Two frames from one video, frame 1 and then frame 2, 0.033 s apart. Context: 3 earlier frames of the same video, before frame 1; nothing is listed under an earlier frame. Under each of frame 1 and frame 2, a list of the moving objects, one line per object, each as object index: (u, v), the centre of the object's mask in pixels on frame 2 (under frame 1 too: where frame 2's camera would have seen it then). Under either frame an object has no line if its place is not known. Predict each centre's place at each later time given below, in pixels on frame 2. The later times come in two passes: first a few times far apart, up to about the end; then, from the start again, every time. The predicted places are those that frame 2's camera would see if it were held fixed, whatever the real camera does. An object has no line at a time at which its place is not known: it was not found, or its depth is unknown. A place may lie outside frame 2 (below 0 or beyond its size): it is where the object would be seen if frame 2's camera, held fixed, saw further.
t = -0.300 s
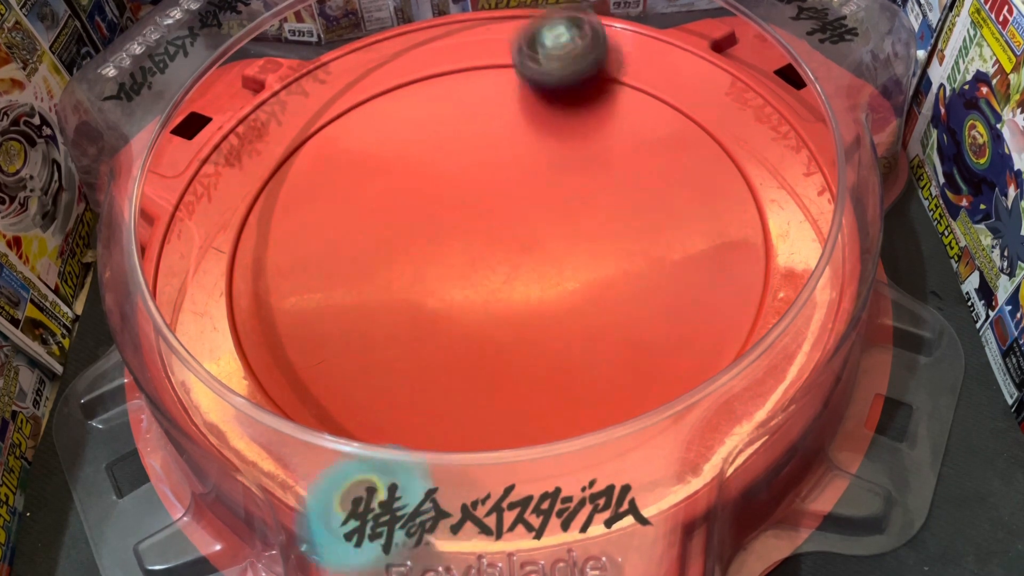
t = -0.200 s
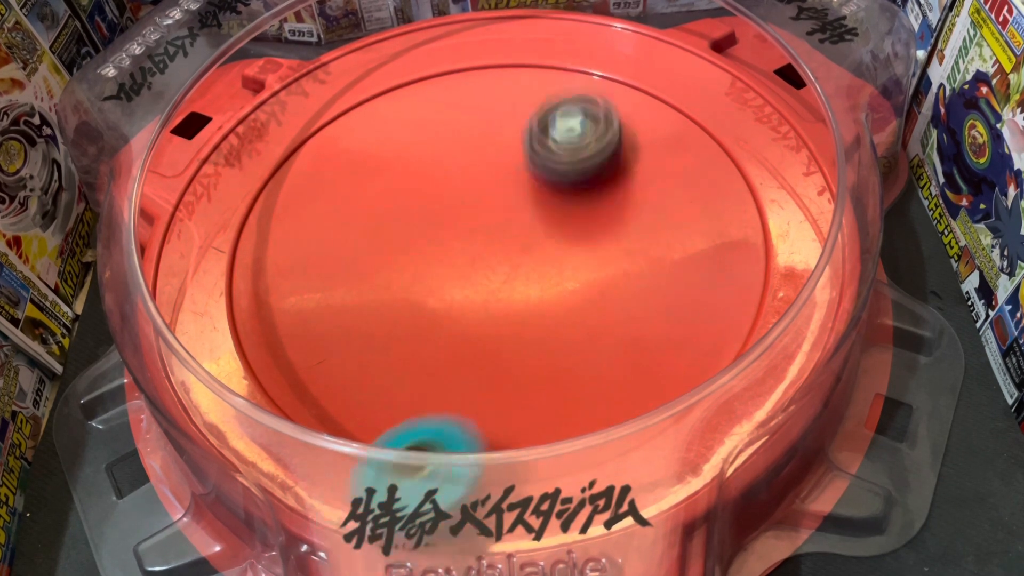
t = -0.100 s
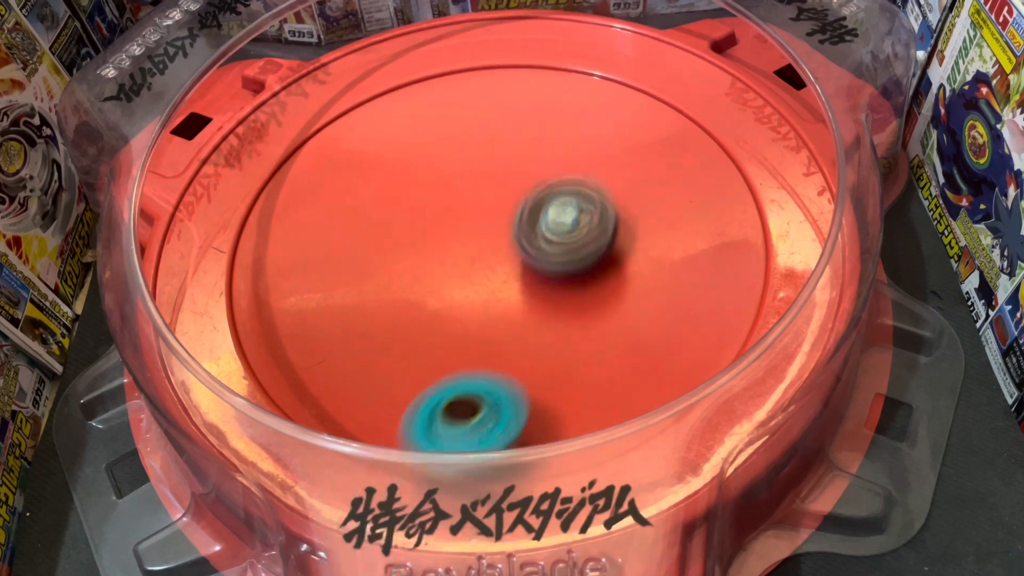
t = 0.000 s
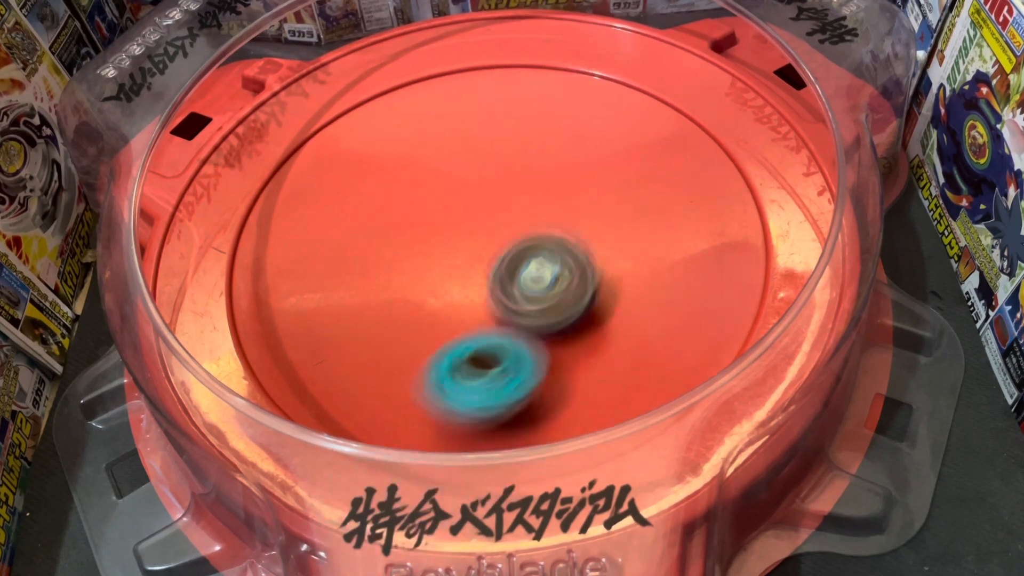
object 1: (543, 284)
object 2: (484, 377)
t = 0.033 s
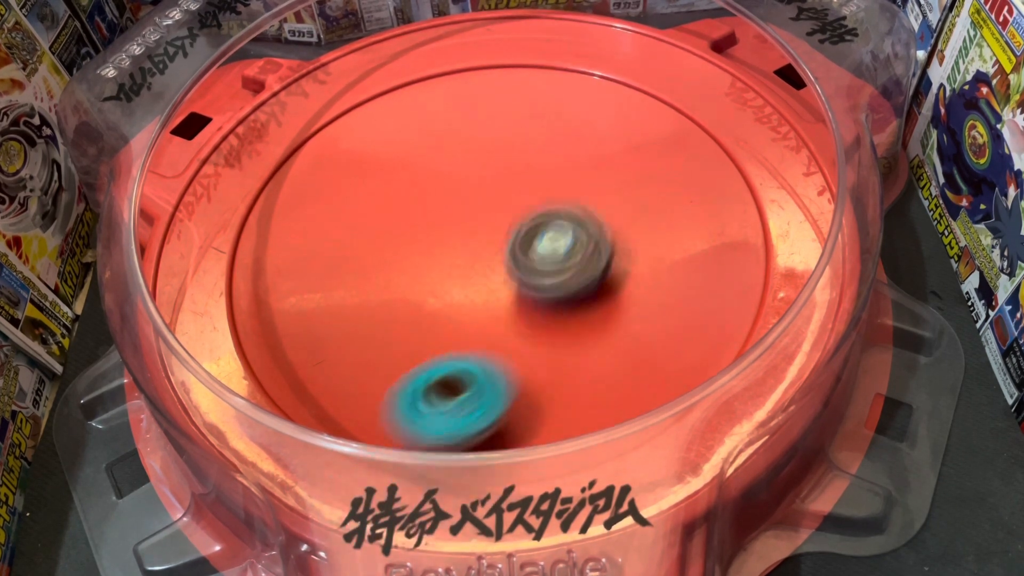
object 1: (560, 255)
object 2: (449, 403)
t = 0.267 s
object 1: (572, 151)
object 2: (395, 384)
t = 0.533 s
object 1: (536, 168)
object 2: (441, 260)
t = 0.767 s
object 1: (549, 163)
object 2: (407, 240)
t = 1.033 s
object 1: (539, 196)
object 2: (430, 209)
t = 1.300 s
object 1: (534, 245)
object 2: (461, 194)
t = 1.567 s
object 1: (522, 288)
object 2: (516, 205)
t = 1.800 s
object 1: (507, 319)
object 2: (542, 223)
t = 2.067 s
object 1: (510, 331)
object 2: (524, 243)
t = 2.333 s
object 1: (514, 323)
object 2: (481, 249)
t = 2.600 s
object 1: (525, 294)
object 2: (437, 248)
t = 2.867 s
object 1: (530, 260)
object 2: (423, 227)
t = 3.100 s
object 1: (524, 235)
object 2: (433, 199)
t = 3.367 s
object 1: (529, 227)
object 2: (449, 167)
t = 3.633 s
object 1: (519, 245)
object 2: (483, 165)
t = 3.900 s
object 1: (488, 321)
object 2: (516, 153)
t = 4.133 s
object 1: (464, 333)
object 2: (508, 201)
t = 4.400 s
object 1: (459, 342)
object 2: (481, 231)
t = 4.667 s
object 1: (476, 322)
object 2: (443, 236)
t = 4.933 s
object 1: (502, 290)
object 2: (416, 224)
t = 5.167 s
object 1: (514, 259)
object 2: (425, 198)
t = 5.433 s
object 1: (528, 235)
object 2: (460, 174)
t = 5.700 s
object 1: (580, 277)
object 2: (423, 129)
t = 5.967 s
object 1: (536, 275)
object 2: (460, 194)
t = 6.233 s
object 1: (513, 303)
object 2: (479, 211)
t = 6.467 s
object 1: (467, 392)
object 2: (498, 143)
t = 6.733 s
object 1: (434, 366)
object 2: (490, 147)
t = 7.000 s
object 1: (454, 298)
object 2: (503, 207)
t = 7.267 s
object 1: (449, 310)
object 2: (530, 188)
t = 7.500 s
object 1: (454, 290)
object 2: (530, 222)
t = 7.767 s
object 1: (385, 323)
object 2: (576, 154)
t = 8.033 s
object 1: (399, 290)
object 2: (530, 181)
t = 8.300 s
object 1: (416, 271)
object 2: (508, 213)
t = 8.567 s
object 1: (400, 278)
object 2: (519, 196)
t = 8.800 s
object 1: (416, 269)
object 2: (506, 213)
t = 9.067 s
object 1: (431, 257)
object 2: (538, 221)
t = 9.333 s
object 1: (389, 268)
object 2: (602, 191)
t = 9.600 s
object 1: (400, 251)
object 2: (576, 184)
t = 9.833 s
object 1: (414, 242)
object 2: (520, 217)
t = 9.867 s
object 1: (402, 247)
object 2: (528, 214)
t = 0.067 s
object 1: (570, 226)
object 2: (423, 414)
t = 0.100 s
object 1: (577, 202)
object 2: (405, 419)
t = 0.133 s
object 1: (579, 183)
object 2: (394, 418)
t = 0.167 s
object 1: (580, 168)
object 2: (390, 414)
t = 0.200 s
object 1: (577, 159)
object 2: (388, 408)
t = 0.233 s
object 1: (574, 153)
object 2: (390, 399)
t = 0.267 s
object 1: (572, 151)
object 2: (395, 384)
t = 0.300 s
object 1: (568, 151)
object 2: (401, 368)
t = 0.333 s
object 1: (565, 152)
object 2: (407, 353)
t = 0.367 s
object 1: (561, 153)
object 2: (413, 337)
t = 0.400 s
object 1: (556, 156)
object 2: (419, 320)
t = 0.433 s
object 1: (551, 159)
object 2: (425, 304)
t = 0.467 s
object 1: (547, 162)
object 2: (431, 289)
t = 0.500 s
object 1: (541, 165)
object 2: (436, 274)
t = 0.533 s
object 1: (536, 168)
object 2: (441, 260)
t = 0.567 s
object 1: (531, 171)
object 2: (445, 247)
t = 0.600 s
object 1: (527, 174)
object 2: (449, 237)
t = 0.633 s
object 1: (524, 175)
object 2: (450, 229)
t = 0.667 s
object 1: (533, 169)
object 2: (435, 229)
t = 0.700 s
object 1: (541, 164)
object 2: (420, 236)
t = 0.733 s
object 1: (547, 162)
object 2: (411, 239)
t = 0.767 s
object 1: (549, 163)
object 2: (407, 240)
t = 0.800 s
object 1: (547, 166)
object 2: (406, 238)
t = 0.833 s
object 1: (544, 169)
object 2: (409, 235)
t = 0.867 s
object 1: (541, 173)
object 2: (413, 232)
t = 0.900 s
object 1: (537, 177)
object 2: (418, 228)
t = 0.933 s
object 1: (533, 181)
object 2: (424, 223)
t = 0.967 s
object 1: (529, 185)
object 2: (432, 219)
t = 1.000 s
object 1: (535, 191)
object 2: (430, 212)
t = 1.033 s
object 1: (539, 196)
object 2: (430, 209)
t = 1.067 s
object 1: (539, 202)
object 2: (432, 206)
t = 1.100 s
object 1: (538, 207)
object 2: (437, 203)
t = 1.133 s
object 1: (535, 212)
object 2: (442, 201)
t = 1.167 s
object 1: (537, 221)
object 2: (445, 199)
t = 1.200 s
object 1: (539, 228)
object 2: (446, 197)
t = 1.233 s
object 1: (538, 234)
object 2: (449, 195)
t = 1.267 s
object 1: (536, 240)
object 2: (455, 194)
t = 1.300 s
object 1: (534, 245)
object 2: (461, 194)
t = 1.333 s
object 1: (532, 251)
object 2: (468, 194)
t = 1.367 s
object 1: (532, 258)
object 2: (475, 194)
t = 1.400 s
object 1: (530, 264)
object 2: (482, 194)
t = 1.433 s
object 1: (528, 269)
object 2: (489, 195)
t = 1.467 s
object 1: (526, 273)
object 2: (496, 197)
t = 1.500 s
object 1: (524, 278)
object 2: (503, 200)
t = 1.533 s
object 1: (523, 285)
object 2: (510, 202)
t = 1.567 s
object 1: (522, 288)
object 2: (516, 205)
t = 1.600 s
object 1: (520, 292)
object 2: (521, 208)
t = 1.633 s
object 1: (519, 295)
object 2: (525, 212)
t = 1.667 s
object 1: (517, 299)
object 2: (529, 215)
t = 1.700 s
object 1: (513, 308)
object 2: (533, 215)
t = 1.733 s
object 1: (510, 313)
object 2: (537, 216)
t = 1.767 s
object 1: (508, 317)
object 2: (540, 219)
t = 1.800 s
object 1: (507, 319)
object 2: (542, 223)
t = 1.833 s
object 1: (507, 321)
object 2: (543, 228)
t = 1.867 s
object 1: (507, 322)
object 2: (543, 233)
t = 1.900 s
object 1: (507, 322)
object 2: (542, 237)
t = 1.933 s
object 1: (507, 325)
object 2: (540, 240)
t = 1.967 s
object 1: (508, 327)
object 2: (536, 240)
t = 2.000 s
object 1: (509, 328)
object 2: (532, 241)
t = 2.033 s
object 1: (509, 327)
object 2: (528, 243)
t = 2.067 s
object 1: (510, 331)
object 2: (524, 243)
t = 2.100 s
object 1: (510, 335)
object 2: (519, 241)
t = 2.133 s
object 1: (510, 336)
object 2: (515, 239)
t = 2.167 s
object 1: (509, 336)
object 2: (510, 239)
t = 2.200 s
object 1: (510, 334)
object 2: (505, 240)
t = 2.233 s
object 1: (512, 332)
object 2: (499, 242)
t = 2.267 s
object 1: (513, 329)
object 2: (493, 245)
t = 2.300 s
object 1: (513, 326)
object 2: (487, 247)
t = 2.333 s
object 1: (514, 323)
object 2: (481, 249)
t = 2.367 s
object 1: (516, 320)
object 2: (474, 252)
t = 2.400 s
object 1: (519, 318)
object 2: (467, 251)
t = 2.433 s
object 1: (519, 314)
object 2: (460, 251)
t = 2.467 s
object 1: (521, 312)
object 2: (454, 251)
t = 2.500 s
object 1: (522, 307)
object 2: (449, 250)
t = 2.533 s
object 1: (524, 303)
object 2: (444, 249)
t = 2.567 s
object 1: (524, 298)
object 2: (440, 249)
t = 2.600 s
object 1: (525, 294)
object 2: (437, 248)
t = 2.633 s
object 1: (526, 290)
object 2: (433, 246)
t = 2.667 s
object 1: (528, 285)
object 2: (431, 244)
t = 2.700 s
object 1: (529, 281)
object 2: (428, 242)
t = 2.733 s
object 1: (529, 277)
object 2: (426, 240)
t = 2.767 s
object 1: (530, 273)
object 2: (425, 237)
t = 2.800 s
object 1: (530, 268)
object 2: (423, 234)
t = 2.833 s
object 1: (530, 264)
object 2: (423, 230)
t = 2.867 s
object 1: (530, 260)
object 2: (423, 227)
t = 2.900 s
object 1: (529, 257)
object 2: (424, 223)
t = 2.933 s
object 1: (528, 253)
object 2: (425, 219)
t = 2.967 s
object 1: (527, 249)
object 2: (427, 215)
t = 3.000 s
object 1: (525, 244)
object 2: (430, 211)
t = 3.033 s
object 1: (524, 240)
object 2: (432, 207)
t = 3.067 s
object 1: (525, 238)
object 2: (432, 203)
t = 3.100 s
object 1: (524, 235)
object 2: (433, 199)
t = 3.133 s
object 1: (525, 233)
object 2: (436, 195)
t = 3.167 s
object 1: (525, 231)
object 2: (436, 191)
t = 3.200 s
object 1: (523, 227)
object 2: (439, 187)
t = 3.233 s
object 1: (528, 228)
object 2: (437, 181)
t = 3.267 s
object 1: (532, 230)
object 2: (435, 174)
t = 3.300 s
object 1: (534, 231)
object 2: (437, 170)
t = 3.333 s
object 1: (532, 229)
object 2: (442, 168)
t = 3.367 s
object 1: (529, 227)
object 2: (449, 167)
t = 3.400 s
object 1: (525, 226)
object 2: (456, 166)
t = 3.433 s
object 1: (525, 227)
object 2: (461, 165)
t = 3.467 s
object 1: (526, 229)
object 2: (465, 164)
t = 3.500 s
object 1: (527, 233)
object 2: (467, 162)
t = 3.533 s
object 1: (528, 239)
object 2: (468, 160)
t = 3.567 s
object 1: (526, 242)
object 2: (472, 160)
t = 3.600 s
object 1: (523, 243)
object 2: (477, 162)
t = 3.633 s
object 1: (519, 245)
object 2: (483, 165)
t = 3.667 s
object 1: (517, 250)
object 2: (489, 168)
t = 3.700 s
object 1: (515, 256)
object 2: (493, 169)
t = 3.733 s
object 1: (513, 260)
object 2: (497, 171)
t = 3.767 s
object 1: (510, 263)
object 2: (502, 175)
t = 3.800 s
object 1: (507, 269)
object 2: (506, 179)
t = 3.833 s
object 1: (499, 291)
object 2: (509, 167)
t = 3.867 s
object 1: (493, 309)
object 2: (513, 157)
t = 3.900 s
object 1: (488, 321)
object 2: (516, 153)
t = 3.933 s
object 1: (483, 328)
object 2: (518, 151)
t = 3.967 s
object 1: (478, 331)
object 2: (521, 155)
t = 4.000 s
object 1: (474, 332)
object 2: (520, 162)
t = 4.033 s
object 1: (471, 333)
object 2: (518, 171)
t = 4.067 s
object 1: (467, 334)
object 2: (515, 181)
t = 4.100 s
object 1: (465, 334)
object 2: (512, 191)
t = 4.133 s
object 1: (464, 333)
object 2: (508, 201)
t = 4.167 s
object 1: (462, 332)
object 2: (504, 211)
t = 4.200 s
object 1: (461, 330)
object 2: (499, 220)
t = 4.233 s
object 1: (461, 327)
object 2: (494, 229)
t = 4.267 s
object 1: (461, 325)
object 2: (489, 237)
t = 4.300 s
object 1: (462, 324)
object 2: (485, 241)
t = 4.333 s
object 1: (460, 334)
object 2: (483, 237)
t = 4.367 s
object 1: (459, 339)
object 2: (482, 233)
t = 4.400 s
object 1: (459, 342)
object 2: (481, 231)
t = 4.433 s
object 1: (460, 342)
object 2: (478, 230)
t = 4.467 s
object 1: (461, 341)
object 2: (474, 231)
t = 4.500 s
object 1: (462, 340)
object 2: (470, 232)
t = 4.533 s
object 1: (465, 338)
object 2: (465, 233)
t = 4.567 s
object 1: (467, 335)
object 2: (459, 234)
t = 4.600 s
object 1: (470, 332)
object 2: (454, 235)
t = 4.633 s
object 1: (473, 327)
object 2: (448, 236)
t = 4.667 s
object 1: (476, 322)
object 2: (443, 236)
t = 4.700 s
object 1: (479, 318)
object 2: (438, 236)
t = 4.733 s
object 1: (483, 314)
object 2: (434, 236)
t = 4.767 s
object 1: (486, 310)
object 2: (430, 235)
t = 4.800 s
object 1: (489, 305)
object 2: (426, 233)
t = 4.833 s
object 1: (493, 301)
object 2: (423, 232)
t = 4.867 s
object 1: (496, 297)
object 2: (420, 229)
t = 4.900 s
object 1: (499, 294)
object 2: (418, 227)
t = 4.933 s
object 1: (502, 290)
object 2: (416, 224)
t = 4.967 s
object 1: (504, 286)
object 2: (415, 220)
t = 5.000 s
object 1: (507, 281)
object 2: (415, 217)
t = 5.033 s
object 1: (509, 277)
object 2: (416, 213)
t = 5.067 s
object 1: (510, 273)
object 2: (417, 209)
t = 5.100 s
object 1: (512, 269)
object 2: (419, 206)
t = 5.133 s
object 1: (514, 265)
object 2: (422, 202)
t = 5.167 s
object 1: (514, 259)
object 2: (425, 198)
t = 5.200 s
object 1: (515, 255)
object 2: (429, 195)
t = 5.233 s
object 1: (515, 250)
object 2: (434, 192)
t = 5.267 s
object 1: (515, 246)
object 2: (439, 189)
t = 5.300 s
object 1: (520, 243)
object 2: (442, 184)
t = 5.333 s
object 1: (525, 241)
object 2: (445, 180)
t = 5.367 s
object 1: (527, 239)
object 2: (449, 178)
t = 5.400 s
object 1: (527, 236)
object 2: (455, 176)
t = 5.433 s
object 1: (528, 235)
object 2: (460, 174)
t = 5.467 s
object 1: (530, 234)
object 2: (465, 171)
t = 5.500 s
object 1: (547, 245)
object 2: (455, 157)
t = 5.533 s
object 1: (565, 257)
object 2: (444, 143)
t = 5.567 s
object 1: (579, 266)
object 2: (436, 133)
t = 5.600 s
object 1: (586, 272)
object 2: (432, 129)
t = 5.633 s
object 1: (587, 276)
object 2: (428, 127)
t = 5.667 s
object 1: (584, 277)
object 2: (425, 127)
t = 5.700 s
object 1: (580, 277)
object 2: (423, 129)
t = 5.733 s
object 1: (575, 277)
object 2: (423, 132)
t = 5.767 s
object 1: (570, 276)
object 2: (424, 138)
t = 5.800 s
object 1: (565, 276)
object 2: (427, 146)
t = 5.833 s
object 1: (559, 276)
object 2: (432, 155)
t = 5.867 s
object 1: (554, 276)
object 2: (438, 165)
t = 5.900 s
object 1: (548, 276)
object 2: (445, 175)
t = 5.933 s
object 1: (542, 276)
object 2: (453, 184)
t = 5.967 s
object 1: (536, 275)
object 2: (460, 194)
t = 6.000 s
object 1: (530, 275)
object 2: (467, 202)
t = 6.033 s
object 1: (532, 283)
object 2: (468, 200)
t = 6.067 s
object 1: (535, 293)
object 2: (465, 196)
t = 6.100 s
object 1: (534, 299)
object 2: (465, 194)
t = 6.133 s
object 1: (531, 301)
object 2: (466, 196)
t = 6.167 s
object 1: (525, 302)
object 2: (469, 200)
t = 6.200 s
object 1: (519, 303)
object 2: (474, 205)
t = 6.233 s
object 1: (513, 303)
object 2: (479, 211)
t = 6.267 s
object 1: (507, 304)
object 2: (484, 215)
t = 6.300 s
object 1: (502, 313)
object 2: (489, 212)
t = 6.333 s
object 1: (497, 341)
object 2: (493, 190)
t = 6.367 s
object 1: (491, 362)
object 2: (496, 172)
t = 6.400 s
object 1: (484, 377)
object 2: (497, 157)
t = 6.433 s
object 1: (476, 388)
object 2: (498, 148)
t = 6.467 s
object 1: (467, 392)
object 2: (498, 143)
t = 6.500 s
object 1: (459, 393)
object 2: (497, 140)
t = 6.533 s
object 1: (453, 393)
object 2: (495, 138)
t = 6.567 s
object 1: (447, 391)
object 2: (494, 136)
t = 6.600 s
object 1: (443, 388)
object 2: (493, 136)
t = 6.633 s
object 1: (439, 384)
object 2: (492, 136)
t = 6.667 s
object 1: (436, 379)
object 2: (491, 139)
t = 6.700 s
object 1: (434, 374)
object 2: (490, 142)
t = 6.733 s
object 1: (434, 366)
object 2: (490, 147)
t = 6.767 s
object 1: (434, 359)
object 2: (491, 153)
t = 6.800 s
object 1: (436, 350)
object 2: (493, 161)
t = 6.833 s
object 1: (437, 342)
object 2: (494, 169)
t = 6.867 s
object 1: (439, 332)
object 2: (497, 177)
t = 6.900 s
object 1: (443, 323)
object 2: (498, 185)
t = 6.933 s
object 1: (447, 314)
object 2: (500, 192)
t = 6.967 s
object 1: (451, 307)
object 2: (502, 200)
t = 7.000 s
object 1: (454, 298)
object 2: (503, 207)
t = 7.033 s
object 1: (457, 292)
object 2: (505, 212)
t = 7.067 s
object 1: (453, 305)
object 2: (514, 201)
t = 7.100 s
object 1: (448, 315)
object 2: (522, 189)
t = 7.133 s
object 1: (445, 318)
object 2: (528, 183)
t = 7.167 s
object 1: (446, 319)
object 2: (531, 180)
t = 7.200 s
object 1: (447, 317)
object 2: (532, 181)
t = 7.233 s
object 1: (449, 314)
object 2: (531, 184)
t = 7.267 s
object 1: (449, 310)
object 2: (530, 188)
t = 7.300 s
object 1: (450, 306)
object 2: (530, 193)
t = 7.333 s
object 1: (453, 304)
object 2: (529, 199)
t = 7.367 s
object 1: (454, 300)
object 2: (528, 205)
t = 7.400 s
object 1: (455, 296)
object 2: (528, 211)
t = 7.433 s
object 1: (457, 293)
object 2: (527, 216)
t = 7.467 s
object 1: (457, 289)
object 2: (528, 220)
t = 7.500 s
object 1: (454, 290)
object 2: (530, 222)
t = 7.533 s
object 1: (436, 304)
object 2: (545, 209)
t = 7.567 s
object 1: (418, 319)
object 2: (563, 191)
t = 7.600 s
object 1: (402, 328)
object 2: (574, 178)
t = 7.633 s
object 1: (392, 332)
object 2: (581, 168)
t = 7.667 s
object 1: (389, 332)
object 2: (583, 162)
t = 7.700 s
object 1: (387, 329)
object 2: (582, 158)
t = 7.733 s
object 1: (386, 326)
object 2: (580, 156)
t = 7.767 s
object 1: (385, 323)
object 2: (576, 154)
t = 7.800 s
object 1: (385, 319)
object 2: (572, 154)
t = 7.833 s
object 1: (386, 316)
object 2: (567, 154)
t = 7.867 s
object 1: (386, 311)
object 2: (562, 155)
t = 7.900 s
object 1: (388, 307)
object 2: (555, 158)
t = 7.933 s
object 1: (391, 303)
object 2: (549, 162)
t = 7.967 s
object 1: (393, 298)
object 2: (542, 168)
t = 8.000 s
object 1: (396, 294)
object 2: (536, 174)
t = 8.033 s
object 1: (399, 290)
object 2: (530, 181)
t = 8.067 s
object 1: (403, 286)
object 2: (524, 188)
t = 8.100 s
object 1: (407, 282)
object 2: (518, 195)
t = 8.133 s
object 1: (411, 278)
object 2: (513, 202)
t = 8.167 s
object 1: (417, 274)
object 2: (508, 208)
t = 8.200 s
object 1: (420, 271)
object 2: (504, 212)
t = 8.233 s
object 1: (416, 272)
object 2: (508, 211)
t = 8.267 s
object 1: (416, 272)
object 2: (509, 211)
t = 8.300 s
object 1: (416, 271)
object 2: (508, 213)
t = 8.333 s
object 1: (416, 269)
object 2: (506, 217)
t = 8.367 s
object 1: (405, 277)
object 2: (514, 210)
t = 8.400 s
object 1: (398, 282)
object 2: (520, 204)
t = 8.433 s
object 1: (396, 284)
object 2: (523, 201)
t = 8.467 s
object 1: (397, 283)
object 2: (524, 198)
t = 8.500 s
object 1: (397, 282)
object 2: (523, 197)
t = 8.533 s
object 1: (398, 280)
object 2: (521, 196)
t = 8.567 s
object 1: (400, 278)
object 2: (519, 196)
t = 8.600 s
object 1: (403, 277)
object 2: (517, 196)
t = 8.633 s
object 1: (405, 275)
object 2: (514, 198)
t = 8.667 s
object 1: (408, 273)
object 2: (510, 200)
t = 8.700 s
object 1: (412, 271)
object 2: (506, 204)
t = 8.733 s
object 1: (416, 270)
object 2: (503, 208)
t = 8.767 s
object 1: (416, 269)
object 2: (503, 212)
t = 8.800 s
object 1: (416, 269)
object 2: (506, 213)
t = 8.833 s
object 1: (418, 268)
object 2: (509, 215)
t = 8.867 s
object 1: (421, 266)
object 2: (512, 217)
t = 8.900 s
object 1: (421, 266)
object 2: (517, 219)
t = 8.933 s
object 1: (423, 265)
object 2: (523, 219)
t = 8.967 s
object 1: (425, 263)
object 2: (528, 220)
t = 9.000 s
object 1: (428, 263)
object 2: (532, 220)
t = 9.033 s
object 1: (429, 260)
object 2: (535, 221)
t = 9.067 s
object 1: (431, 257)
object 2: (538, 221)
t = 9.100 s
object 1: (433, 256)
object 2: (540, 222)
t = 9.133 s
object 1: (436, 254)
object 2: (542, 223)
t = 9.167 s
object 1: (437, 252)
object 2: (542, 224)
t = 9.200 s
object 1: (422, 259)
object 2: (561, 216)
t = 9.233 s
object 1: (403, 265)
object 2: (579, 208)
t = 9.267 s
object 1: (392, 268)
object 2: (592, 200)
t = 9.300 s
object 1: (388, 269)
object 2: (598, 195)
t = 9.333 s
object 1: (389, 268)
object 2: (602, 191)
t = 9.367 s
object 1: (388, 265)
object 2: (602, 187)
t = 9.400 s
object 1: (390, 262)
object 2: (602, 184)
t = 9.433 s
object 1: (392, 261)
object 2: (601, 182)
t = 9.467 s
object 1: (393, 259)
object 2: (599, 180)
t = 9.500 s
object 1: (394, 257)
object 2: (596, 179)
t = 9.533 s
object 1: (396, 254)
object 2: (591, 179)
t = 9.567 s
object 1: (398, 252)
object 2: (584, 181)
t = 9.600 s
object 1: (400, 251)
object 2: (576, 184)
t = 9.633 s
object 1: (402, 249)
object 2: (568, 188)
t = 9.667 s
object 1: (404, 248)
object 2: (559, 192)
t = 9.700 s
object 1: (406, 247)
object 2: (550, 197)
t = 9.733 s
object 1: (408, 247)
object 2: (542, 203)
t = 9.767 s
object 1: (411, 246)
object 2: (534, 208)
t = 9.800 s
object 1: (412, 244)
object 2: (526, 213)
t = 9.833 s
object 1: (414, 242)
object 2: (520, 217)
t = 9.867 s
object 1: (402, 247)
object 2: (528, 214)
